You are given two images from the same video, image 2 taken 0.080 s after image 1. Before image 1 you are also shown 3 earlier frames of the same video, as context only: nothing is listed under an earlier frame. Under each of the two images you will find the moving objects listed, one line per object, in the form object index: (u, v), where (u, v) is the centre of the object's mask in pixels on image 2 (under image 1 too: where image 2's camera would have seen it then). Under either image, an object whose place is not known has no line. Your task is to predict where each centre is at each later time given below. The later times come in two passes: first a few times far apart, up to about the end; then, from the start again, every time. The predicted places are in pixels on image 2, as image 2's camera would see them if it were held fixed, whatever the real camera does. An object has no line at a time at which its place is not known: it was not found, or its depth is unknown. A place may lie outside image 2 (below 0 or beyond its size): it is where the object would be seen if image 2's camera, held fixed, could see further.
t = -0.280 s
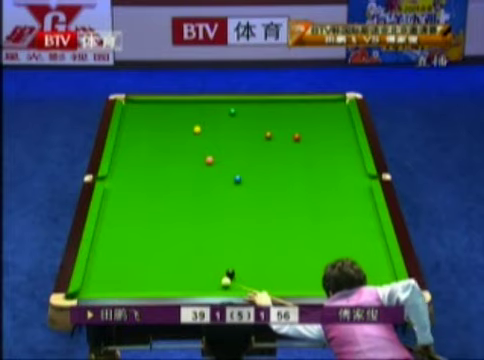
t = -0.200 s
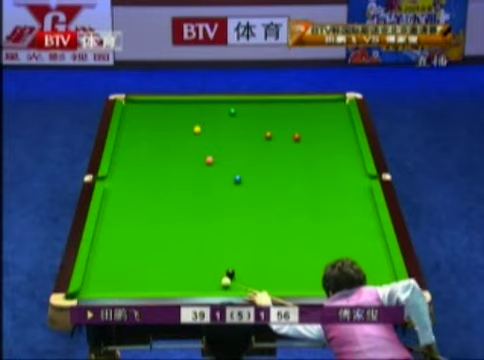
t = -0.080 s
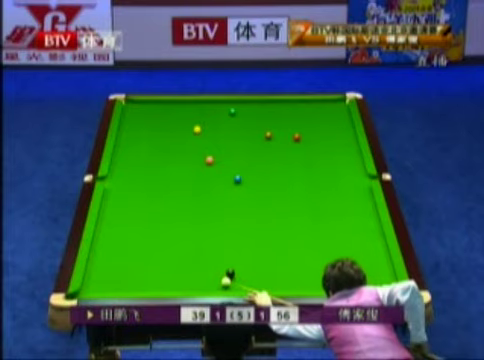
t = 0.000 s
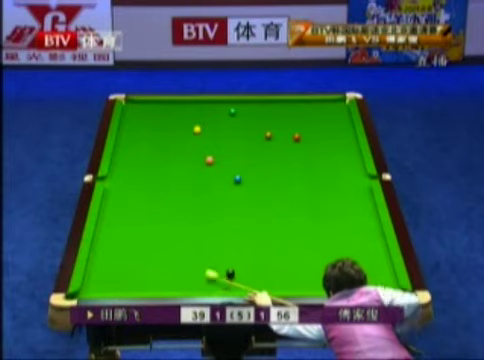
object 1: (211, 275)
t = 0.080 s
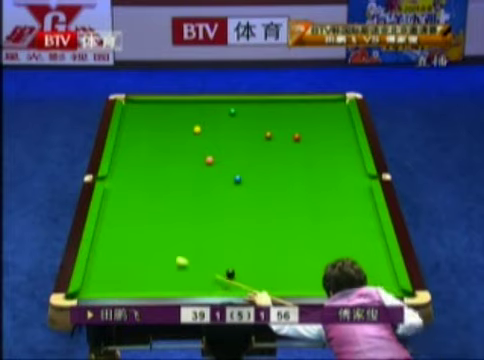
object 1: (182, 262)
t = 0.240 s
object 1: (129, 238)
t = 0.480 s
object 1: (132, 211)
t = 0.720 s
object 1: (179, 188)
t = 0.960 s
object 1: (220, 167)
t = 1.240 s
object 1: (262, 145)
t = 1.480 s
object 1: (296, 128)
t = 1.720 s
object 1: (326, 112)
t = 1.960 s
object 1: (335, 100)
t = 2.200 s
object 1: (333, 107)
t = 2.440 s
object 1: (332, 113)
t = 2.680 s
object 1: (331, 119)
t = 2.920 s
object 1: (331, 125)
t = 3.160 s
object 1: (330, 132)
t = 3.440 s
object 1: (329, 138)
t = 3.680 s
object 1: (328, 144)
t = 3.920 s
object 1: (327, 150)
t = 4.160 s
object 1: (326, 156)
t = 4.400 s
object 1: (326, 161)
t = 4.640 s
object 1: (325, 166)
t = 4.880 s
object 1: (325, 171)
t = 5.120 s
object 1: (324, 176)
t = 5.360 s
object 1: (323, 180)
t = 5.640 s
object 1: (323, 186)
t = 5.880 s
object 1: (323, 190)
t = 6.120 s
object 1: (322, 193)
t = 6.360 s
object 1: (322, 198)
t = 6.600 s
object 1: (322, 201)
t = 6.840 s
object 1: (321, 204)
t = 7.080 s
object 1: (321, 207)
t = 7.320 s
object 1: (321, 210)
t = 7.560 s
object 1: (321, 213)
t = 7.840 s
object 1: (321, 215)
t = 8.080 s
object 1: (320, 217)
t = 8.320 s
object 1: (320, 219)
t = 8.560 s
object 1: (320, 220)
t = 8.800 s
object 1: (320, 221)
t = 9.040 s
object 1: (320, 221)
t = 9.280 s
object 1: (320, 222)
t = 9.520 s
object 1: (320, 222)
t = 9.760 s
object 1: (320, 222)
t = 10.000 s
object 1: (320, 222)
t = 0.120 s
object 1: (167, 255)
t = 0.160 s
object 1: (154, 249)
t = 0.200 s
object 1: (141, 244)
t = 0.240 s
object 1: (129, 238)
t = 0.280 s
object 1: (118, 233)
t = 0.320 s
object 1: (107, 228)
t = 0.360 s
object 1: (102, 223)
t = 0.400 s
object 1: (112, 218)
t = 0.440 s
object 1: (123, 215)
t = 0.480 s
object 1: (132, 211)
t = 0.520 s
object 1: (141, 207)
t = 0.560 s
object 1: (150, 203)
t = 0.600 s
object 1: (157, 199)
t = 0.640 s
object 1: (165, 195)
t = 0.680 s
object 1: (172, 192)
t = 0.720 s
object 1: (179, 188)
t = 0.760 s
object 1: (186, 184)
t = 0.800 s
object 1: (193, 180)
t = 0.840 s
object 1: (200, 177)
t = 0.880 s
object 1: (206, 174)
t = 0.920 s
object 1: (213, 170)
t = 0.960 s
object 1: (220, 167)
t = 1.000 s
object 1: (226, 164)
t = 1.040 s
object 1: (232, 160)
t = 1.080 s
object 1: (239, 157)
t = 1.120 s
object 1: (245, 154)
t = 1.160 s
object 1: (251, 150)
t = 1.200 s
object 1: (257, 148)
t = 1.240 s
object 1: (262, 145)
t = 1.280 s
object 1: (268, 142)
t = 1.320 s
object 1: (274, 139)
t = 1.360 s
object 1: (279, 136)
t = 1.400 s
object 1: (285, 133)
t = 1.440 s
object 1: (290, 130)
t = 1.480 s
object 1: (296, 128)
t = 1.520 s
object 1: (301, 125)
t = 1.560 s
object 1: (306, 122)
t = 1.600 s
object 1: (311, 120)
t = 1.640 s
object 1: (316, 117)
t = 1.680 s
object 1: (321, 114)
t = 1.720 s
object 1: (326, 112)
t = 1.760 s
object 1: (331, 109)
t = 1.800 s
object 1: (336, 107)
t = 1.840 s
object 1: (340, 104)
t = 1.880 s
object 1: (343, 102)
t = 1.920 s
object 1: (339, 101)
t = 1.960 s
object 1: (335, 100)
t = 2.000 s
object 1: (335, 101)
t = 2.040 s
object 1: (334, 102)
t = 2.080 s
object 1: (334, 104)
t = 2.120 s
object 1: (334, 105)
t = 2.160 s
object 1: (334, 105)
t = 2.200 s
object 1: (333, 107)
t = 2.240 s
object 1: (333, 108)
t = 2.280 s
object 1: (333, 109)
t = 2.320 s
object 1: (333, 110)
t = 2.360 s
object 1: (333, 111)
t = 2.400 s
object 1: (332, 112)
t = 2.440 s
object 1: (332, 113)
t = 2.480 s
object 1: (332, 114)
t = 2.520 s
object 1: (332, 115)
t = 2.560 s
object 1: (332, 116)
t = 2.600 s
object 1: (332, 117)
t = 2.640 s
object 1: (332, 118)
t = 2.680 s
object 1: (331, 119)
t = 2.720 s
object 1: (331, 120)
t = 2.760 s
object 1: (331, 122)
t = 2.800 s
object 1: (331, 122)
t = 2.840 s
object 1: (331, 123)
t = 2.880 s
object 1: (331, 125)
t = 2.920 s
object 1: (331, 125)
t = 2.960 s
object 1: (330, 127)
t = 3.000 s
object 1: (330, 128)
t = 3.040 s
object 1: (330, 129)
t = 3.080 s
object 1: (330, 130)
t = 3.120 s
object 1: (330, 130)
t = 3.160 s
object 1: (330, 132)
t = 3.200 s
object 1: (330, 132)
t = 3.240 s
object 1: (330, 133)
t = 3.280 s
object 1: (329, 135)
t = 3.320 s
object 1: (329, 135)
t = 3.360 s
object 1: (329, 137)
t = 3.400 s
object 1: (329, 137)
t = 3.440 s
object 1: (329, 138)
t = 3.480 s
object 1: (329, 139)
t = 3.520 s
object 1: (328, 140)
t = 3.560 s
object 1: (329, 141)
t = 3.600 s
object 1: (328, 142)
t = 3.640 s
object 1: (328, 143)
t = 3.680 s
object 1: (328, 144)
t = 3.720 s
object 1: (328, 145)
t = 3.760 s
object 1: (328, 146)
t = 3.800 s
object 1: (328, 147)
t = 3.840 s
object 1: (327, 148)
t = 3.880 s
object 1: (327, 149)
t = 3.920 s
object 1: (327, 150)
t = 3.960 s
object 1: (327, 151)
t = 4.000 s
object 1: (327, 152)
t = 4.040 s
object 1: (327, 153)
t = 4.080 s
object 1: (327, 154)
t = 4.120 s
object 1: (327, 154)
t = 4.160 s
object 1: (326, 156)
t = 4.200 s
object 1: (326, 156)
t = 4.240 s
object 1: (326, 157)
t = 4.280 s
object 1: (326, 158)
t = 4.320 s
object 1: (326, 159)
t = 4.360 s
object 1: (326, 160)
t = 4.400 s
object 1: (326, 161)
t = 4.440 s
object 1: (326, 161)
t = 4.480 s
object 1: (326, 162)
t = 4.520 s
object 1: (326, 163)
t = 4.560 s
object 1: (326, 164)
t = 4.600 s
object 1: (325, 165)
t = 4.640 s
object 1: (325, 166)
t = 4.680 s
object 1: (325, 167)
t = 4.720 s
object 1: (325, 168)
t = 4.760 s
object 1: (325, 169)
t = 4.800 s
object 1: (325, 169)
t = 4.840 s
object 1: (325, 170)
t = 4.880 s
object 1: (325, 171)
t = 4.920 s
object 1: (325, 172)
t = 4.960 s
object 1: (324, 173)
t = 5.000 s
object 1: (324, 173)
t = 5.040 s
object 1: (324, 174)
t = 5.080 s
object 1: (324, 175)
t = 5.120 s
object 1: (324, 176)
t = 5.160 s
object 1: (324, 177)
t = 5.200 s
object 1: (324, 177)
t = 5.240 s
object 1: (324, 178)
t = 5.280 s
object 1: (324, 179)
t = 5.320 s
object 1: (324, 180)
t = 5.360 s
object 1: (323, 180)
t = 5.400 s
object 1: (324, 181)
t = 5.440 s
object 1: (324, 182)
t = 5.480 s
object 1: (323, 183)
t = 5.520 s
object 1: (323, 184)
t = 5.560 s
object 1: (323, 184)
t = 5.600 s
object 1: (323, 185)
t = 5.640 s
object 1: (323, 186)
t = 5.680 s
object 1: (323, 186)
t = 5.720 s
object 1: (323, 187)
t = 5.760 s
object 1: (323, 188)
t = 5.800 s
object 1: (323, 189)
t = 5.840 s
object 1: (323, 189)
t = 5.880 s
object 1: (323, 190)
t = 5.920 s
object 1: (323, 190)
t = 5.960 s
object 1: (323, 191)
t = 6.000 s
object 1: (323, 192)
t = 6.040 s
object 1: (322, 193)
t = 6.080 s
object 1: (322, 193)
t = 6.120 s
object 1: (322, 193)
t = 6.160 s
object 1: (322, 194)
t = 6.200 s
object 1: (322, 195)
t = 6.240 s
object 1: (322, 196)
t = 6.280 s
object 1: (322, 197)
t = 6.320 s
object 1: (322, 197)
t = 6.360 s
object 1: (322, 198)
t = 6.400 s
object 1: (322, 198)
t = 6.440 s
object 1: (322, 199)
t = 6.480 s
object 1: (322, 199)
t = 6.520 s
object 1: (322, 200)
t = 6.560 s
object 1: (322, 200)
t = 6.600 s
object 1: (322, 201)
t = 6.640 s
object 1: (322, 202)
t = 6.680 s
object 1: (322, 202)
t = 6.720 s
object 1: (322, 203)
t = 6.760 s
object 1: (322, 203)
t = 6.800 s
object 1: (321, 204)
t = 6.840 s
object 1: (321, 204)
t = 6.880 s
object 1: (321, 205)
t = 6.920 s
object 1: (321, 205)
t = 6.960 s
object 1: (321, 206)
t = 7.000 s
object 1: (321, 206)
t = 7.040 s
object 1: (321, 207)
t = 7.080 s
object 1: (321, 207)
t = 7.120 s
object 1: (321, 208)
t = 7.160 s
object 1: (321, 208)
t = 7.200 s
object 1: (321, 209)
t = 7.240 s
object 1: (321, 209)
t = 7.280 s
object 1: (321, 209)
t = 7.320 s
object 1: (321, 210)
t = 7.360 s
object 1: (321, 210)
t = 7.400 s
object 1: (321, 211)
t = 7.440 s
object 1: (321, 212)
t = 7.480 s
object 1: (321, 212)
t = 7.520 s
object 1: (321, 212)
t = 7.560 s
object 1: (321, 213)
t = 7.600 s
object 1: (321, 213)
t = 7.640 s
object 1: (321, 213)
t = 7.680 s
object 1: (321, 214)
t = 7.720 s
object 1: (321, 214)
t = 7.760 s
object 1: (320, 214)
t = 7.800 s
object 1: (320, 214)
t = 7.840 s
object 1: (321, 215)
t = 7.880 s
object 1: (321, 215)
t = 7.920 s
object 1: (320, 215)
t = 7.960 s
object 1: (320, 216)
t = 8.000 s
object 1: (320, 216)
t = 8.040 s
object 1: (320, 216)
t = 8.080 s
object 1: (320, 217)
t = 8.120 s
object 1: (320, 217)
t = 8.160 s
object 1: (320, 217)
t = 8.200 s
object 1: (320, 218)
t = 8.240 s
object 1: (320, 218)
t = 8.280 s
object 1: (320, 218)
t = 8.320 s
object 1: (320, 219)
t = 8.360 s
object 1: (320, 219)
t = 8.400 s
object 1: (320, 219)
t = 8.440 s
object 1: (320, 219)
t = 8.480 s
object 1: (320, 219)
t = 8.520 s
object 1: (320, 220)
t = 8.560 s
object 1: (320, 220)
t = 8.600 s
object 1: (320, 220)
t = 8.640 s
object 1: (320, 220)
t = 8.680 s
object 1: (320, 220)
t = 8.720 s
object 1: (320, 220)
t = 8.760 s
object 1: (320, 221)
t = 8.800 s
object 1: (320, 221)
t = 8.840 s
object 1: (320, 221)
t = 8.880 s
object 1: (320, 221)
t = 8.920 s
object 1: (320, 221)
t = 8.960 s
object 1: (320, 221)
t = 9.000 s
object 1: (320, 221)
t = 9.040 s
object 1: (320, 221)
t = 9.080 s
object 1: (320, 221)
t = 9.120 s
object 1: (320, 222)
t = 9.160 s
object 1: (320, 222)
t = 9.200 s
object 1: (320, 222)
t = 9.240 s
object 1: (320, 222)
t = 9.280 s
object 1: (320, 222)
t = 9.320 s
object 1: (320, 222)
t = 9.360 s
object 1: (320, 222)
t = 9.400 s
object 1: (320, 222)
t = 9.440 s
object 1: (320, 222)
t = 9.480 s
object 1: (320, 222)
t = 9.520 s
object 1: (320, 222)
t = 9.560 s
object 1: (320, 222)
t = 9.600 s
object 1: (320, 222)
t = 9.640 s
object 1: (320, 222)
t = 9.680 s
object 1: (320, 222)
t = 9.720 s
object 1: (320, 222)
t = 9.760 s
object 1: (320, 222)
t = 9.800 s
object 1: (320, 222)
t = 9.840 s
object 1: (320, 222)
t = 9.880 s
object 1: (320, 222)
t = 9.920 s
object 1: (320, 222)
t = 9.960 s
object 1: (320, 222)
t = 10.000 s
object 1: (320, 222)
